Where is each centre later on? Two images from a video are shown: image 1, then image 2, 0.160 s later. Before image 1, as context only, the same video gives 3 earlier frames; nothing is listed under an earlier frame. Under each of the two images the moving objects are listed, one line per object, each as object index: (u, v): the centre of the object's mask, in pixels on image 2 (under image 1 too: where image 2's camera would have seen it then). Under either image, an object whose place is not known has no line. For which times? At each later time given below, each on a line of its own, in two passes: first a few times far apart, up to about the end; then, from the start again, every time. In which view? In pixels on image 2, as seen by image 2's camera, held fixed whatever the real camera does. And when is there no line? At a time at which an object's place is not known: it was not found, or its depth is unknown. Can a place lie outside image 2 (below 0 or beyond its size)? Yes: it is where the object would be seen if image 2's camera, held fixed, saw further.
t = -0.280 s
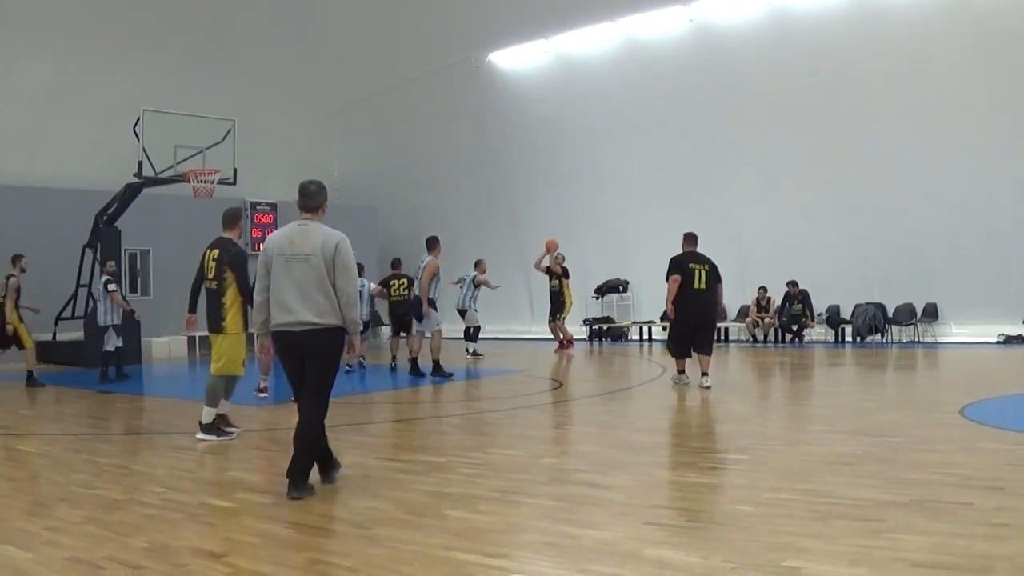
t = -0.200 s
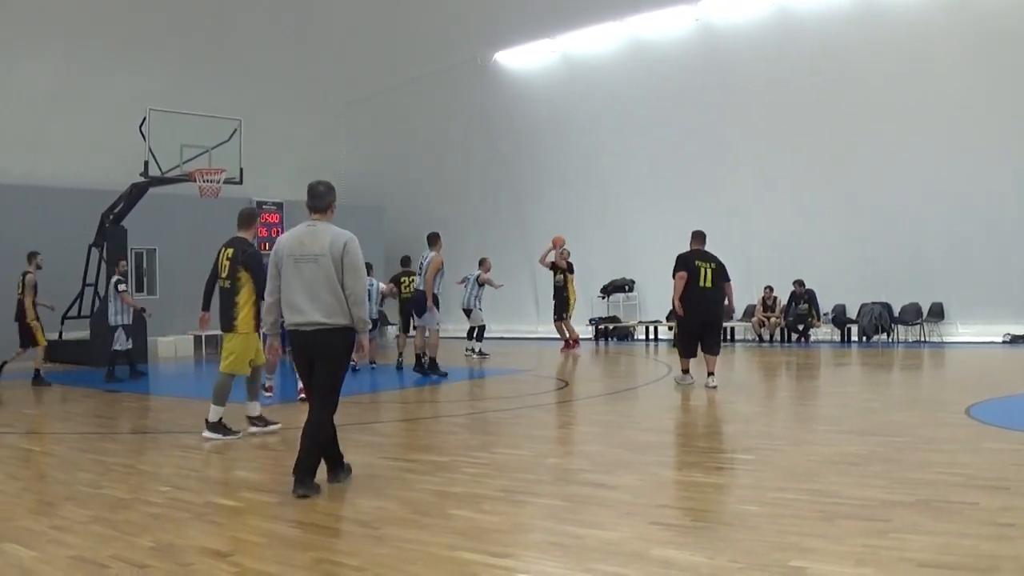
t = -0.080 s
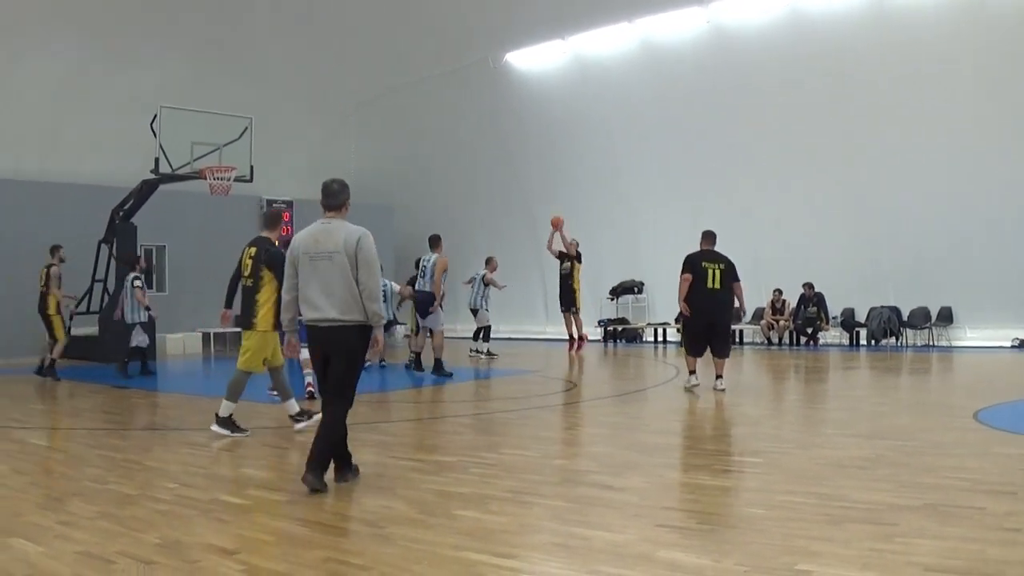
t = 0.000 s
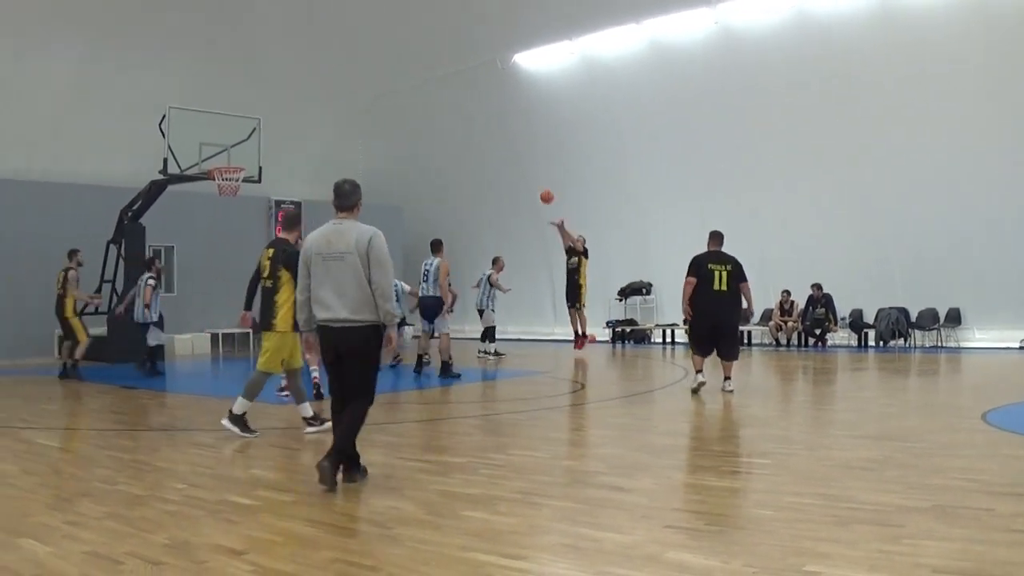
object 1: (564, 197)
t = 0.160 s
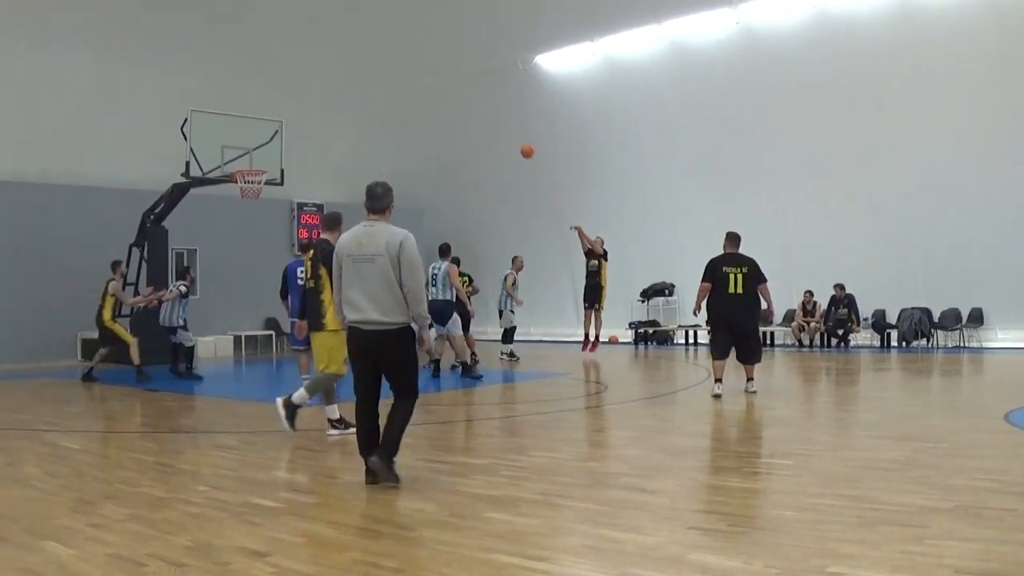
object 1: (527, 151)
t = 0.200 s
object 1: (518, 141)
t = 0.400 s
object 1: (474, 104)
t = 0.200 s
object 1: (518, 141)
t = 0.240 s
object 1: (510, 133)
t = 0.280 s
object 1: (500, 124)
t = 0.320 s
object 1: (491, 116)
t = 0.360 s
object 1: (483, 110)
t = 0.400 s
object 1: (474, 104)
